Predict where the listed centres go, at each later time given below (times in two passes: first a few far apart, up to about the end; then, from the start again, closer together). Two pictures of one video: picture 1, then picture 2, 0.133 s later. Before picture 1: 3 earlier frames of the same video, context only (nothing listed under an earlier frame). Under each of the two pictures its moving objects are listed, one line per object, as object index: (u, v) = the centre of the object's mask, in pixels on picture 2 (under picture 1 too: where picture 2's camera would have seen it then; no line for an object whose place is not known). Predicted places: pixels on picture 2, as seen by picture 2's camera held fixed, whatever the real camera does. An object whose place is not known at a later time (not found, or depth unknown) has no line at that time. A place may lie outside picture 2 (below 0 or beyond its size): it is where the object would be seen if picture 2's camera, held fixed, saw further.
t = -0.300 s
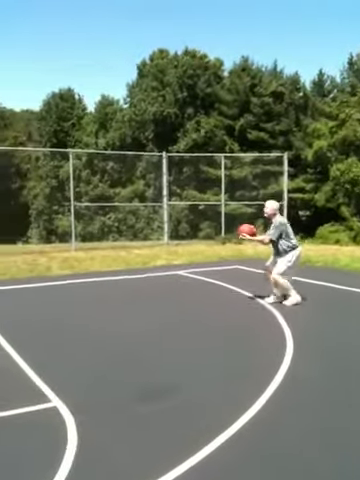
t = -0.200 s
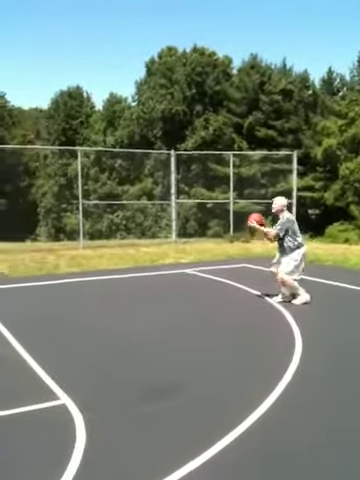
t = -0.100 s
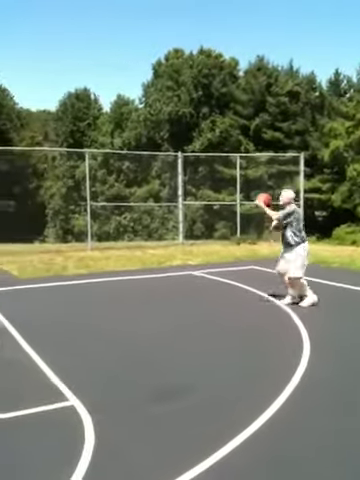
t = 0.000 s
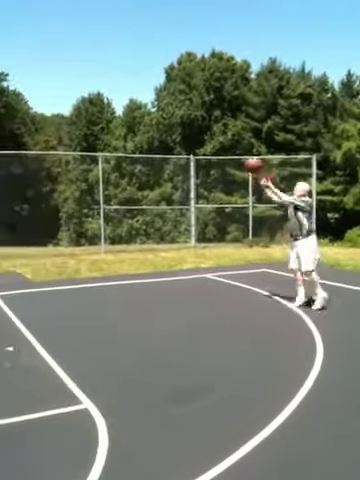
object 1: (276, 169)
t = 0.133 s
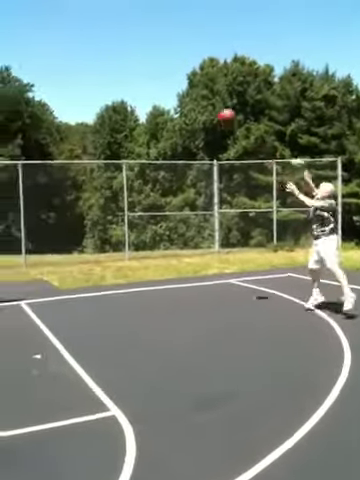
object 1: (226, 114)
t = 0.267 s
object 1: (177, 77)
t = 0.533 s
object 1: (83, 40)
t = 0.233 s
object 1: (187, 85)
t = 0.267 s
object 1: (177, 77)
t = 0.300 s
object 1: (165, 70)
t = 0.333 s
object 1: (153, 63)
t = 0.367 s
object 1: (141, 58)
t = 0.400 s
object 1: (129, 52)
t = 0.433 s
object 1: (118, 48)
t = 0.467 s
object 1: (106, 44)
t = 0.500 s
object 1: (94, 40)
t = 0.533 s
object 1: (83, 40)
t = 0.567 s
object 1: (71, 37)
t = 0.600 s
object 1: (59, 37)
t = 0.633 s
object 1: (47, 38)
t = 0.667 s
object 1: (37, 39)
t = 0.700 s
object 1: (26, 41)
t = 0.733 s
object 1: (14, 44)
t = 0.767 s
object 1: (4, 49)
